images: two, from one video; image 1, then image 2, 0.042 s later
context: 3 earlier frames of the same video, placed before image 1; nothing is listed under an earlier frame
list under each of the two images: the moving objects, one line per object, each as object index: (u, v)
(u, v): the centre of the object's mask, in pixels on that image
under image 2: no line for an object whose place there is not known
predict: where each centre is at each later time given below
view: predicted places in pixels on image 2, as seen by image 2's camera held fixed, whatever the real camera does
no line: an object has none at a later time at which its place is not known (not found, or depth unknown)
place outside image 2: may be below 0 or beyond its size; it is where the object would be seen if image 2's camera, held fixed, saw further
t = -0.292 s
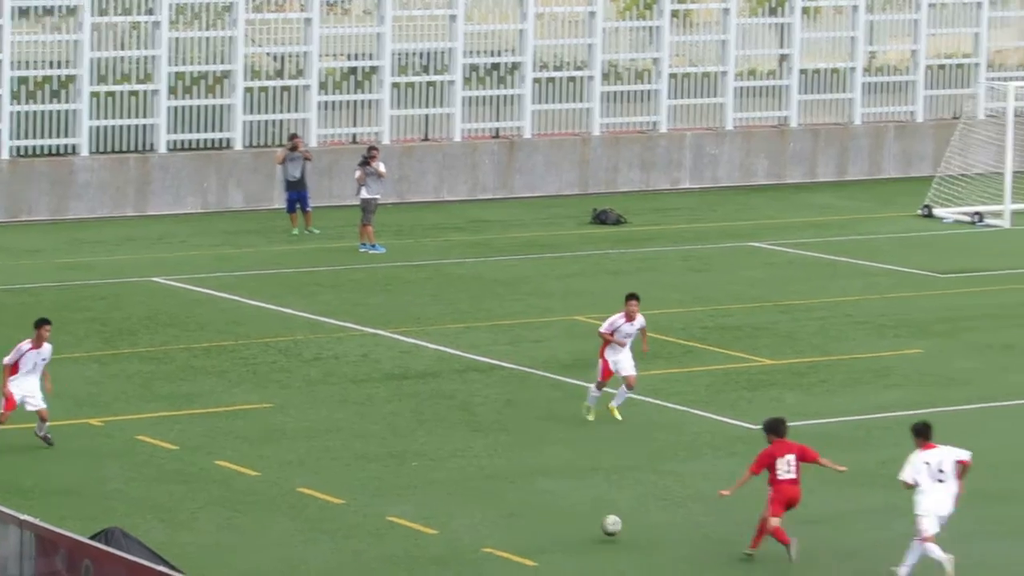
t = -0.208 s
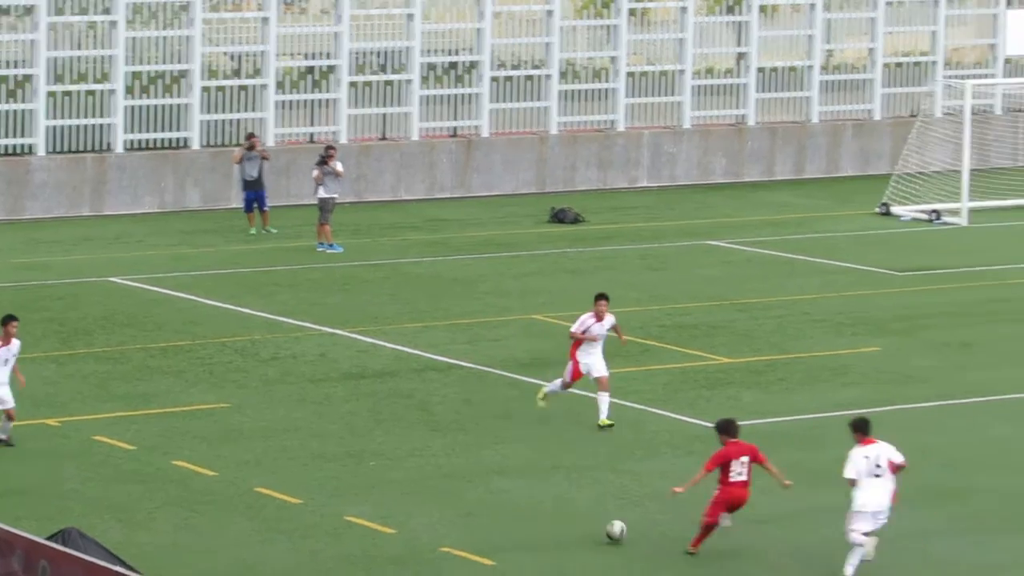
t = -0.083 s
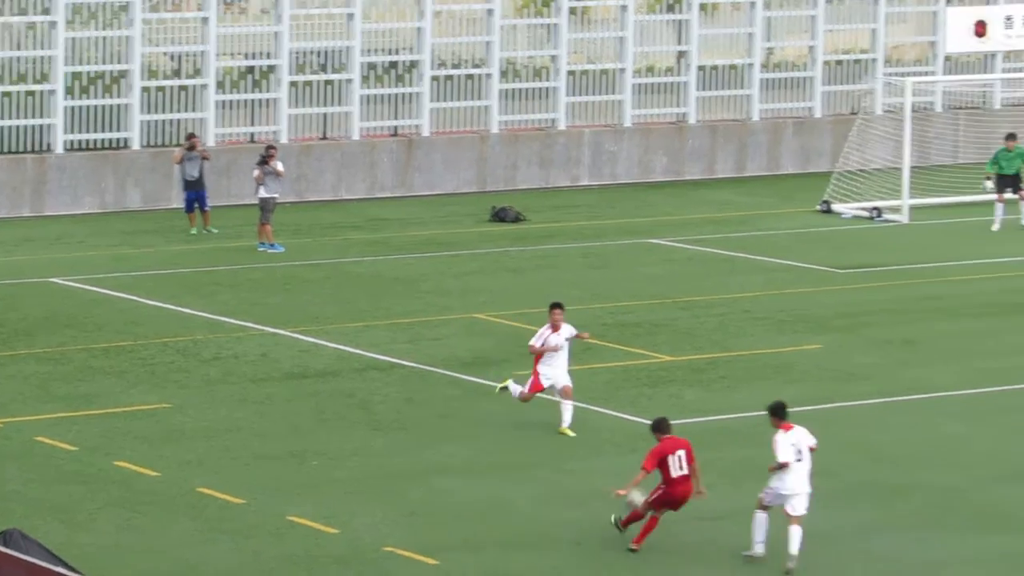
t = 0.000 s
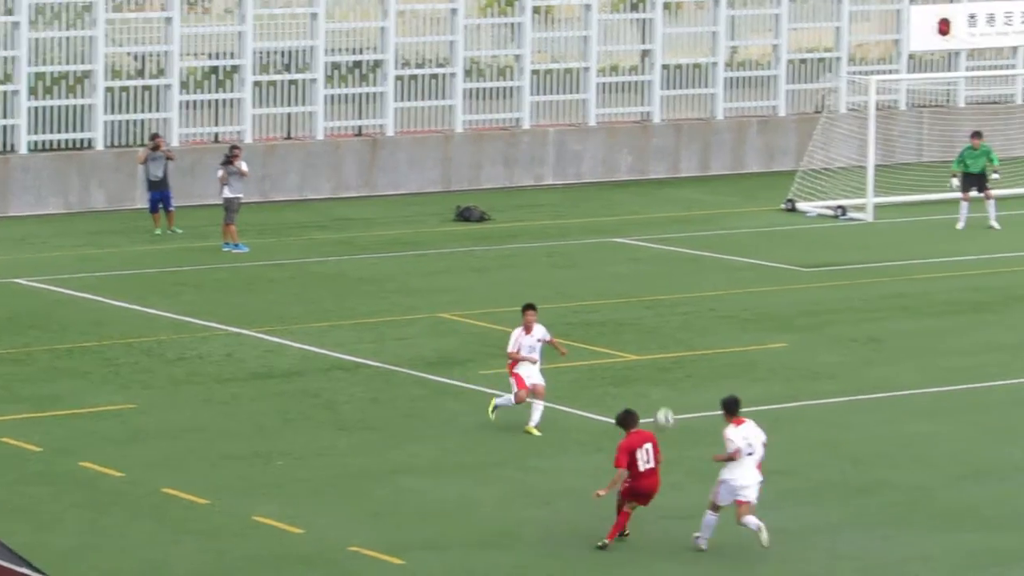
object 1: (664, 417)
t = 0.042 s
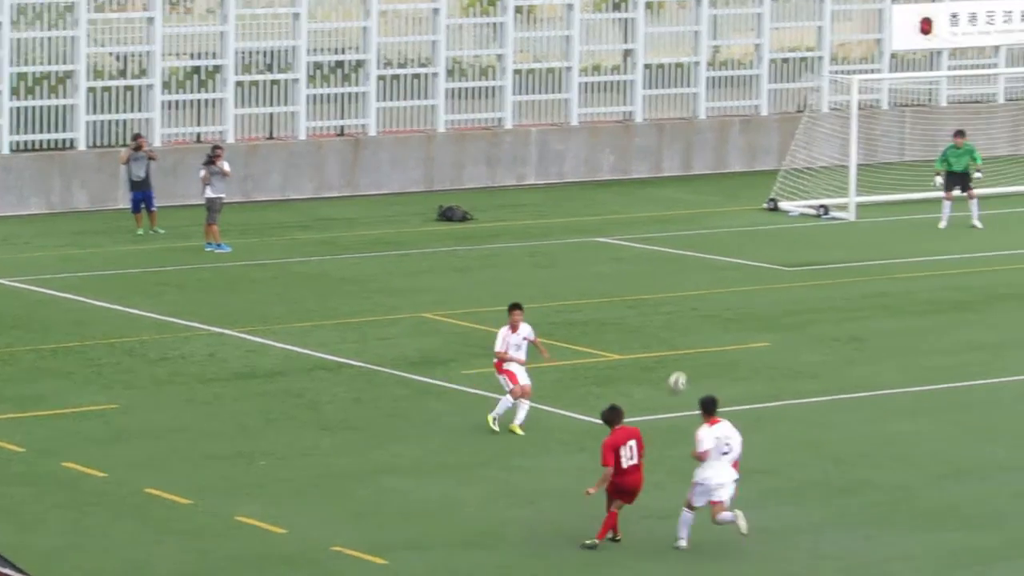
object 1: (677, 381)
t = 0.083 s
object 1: (708, 349)
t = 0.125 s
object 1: (737, 320)
